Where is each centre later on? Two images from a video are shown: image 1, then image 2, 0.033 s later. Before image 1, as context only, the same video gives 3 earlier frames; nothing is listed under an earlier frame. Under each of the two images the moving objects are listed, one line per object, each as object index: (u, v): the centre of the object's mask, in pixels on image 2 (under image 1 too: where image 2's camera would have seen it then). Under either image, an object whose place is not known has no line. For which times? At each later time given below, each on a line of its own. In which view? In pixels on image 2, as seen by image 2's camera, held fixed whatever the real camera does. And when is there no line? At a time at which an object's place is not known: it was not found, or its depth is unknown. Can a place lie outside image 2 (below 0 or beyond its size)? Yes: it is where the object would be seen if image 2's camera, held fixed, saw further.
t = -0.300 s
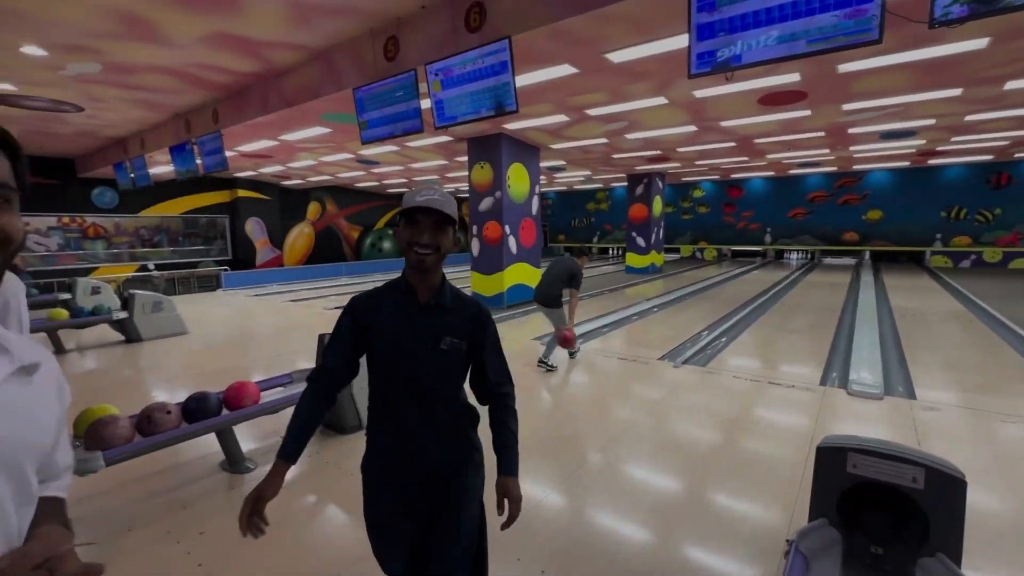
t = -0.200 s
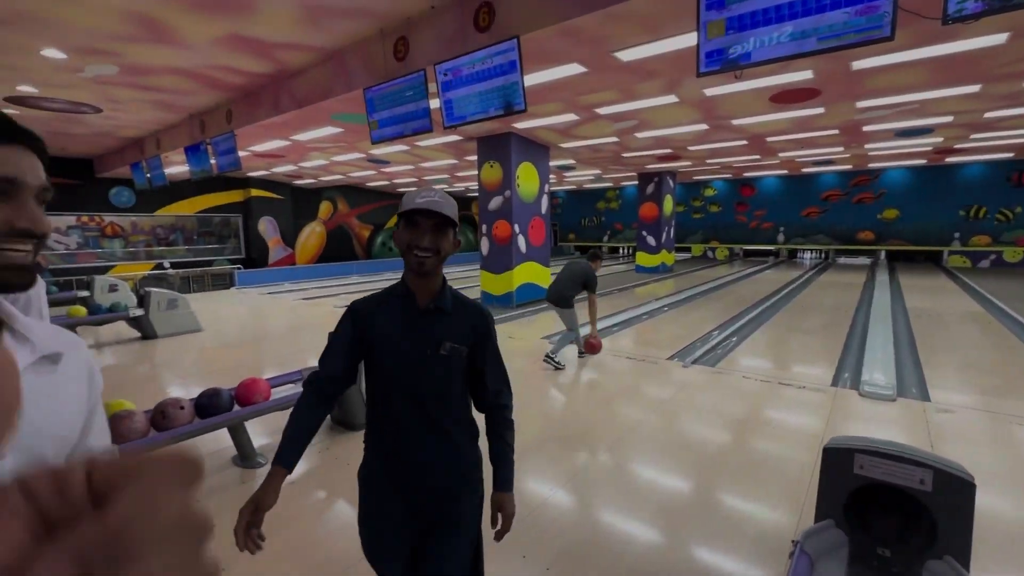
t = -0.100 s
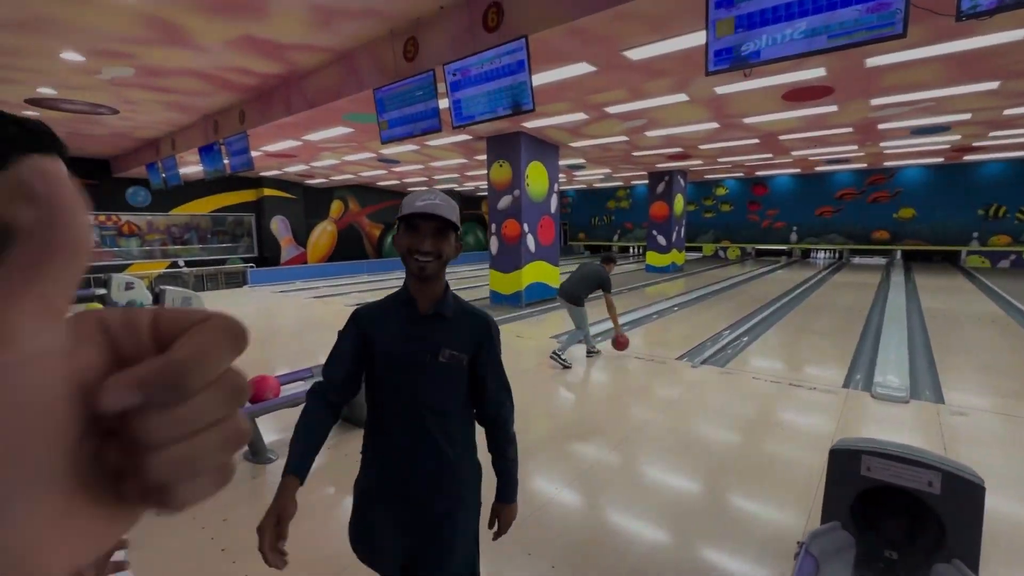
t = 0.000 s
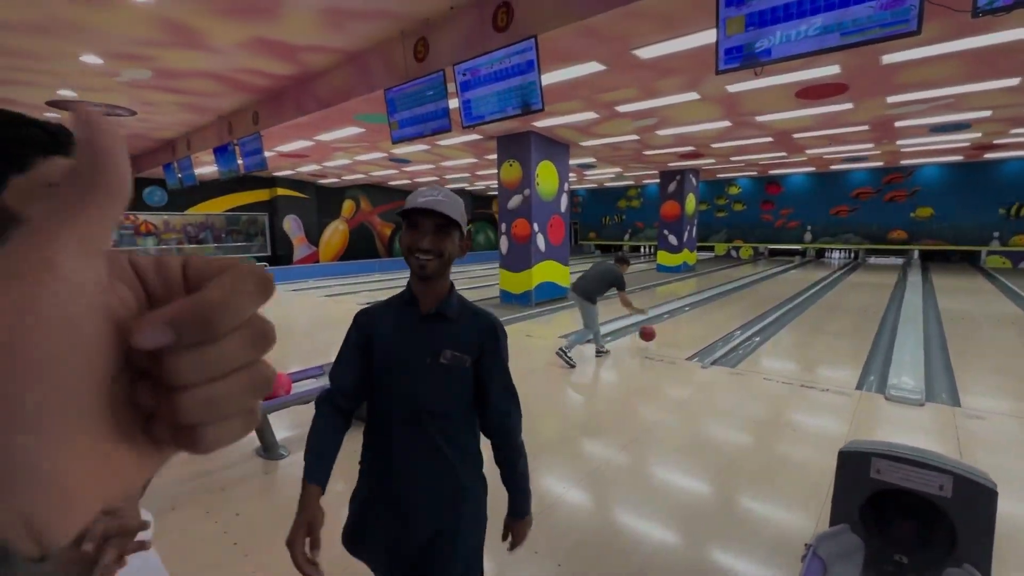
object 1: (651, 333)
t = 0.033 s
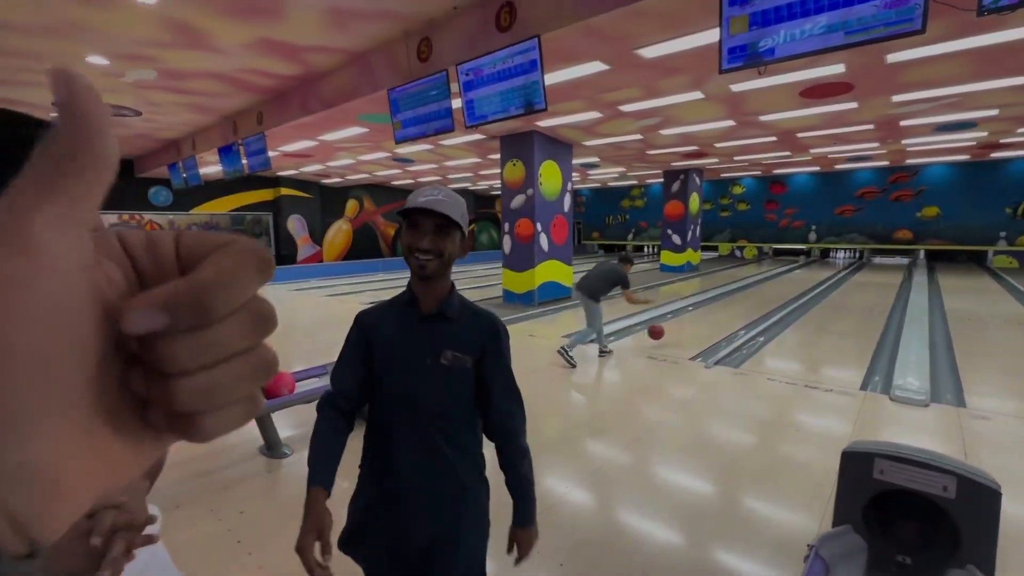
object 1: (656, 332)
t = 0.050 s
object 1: (658, 332)
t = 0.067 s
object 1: (660, 331)
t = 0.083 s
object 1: (663, 331)
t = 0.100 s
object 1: (664, 332)
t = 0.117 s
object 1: (666, 331)
